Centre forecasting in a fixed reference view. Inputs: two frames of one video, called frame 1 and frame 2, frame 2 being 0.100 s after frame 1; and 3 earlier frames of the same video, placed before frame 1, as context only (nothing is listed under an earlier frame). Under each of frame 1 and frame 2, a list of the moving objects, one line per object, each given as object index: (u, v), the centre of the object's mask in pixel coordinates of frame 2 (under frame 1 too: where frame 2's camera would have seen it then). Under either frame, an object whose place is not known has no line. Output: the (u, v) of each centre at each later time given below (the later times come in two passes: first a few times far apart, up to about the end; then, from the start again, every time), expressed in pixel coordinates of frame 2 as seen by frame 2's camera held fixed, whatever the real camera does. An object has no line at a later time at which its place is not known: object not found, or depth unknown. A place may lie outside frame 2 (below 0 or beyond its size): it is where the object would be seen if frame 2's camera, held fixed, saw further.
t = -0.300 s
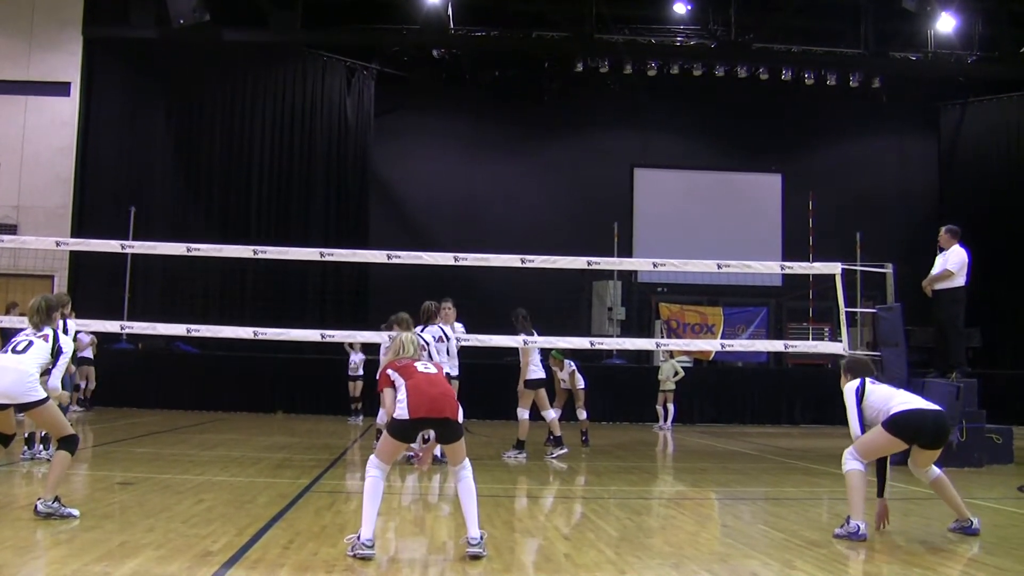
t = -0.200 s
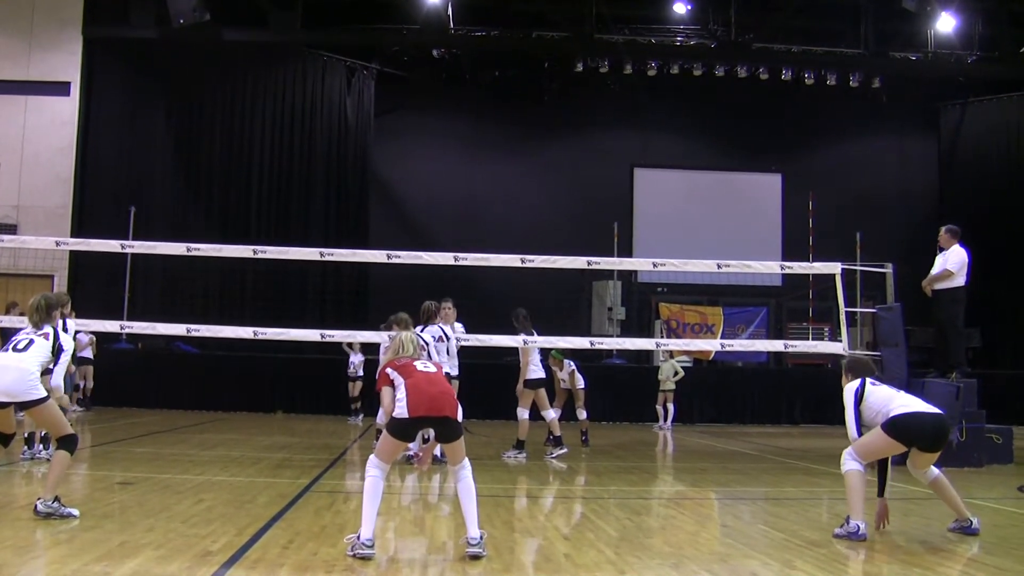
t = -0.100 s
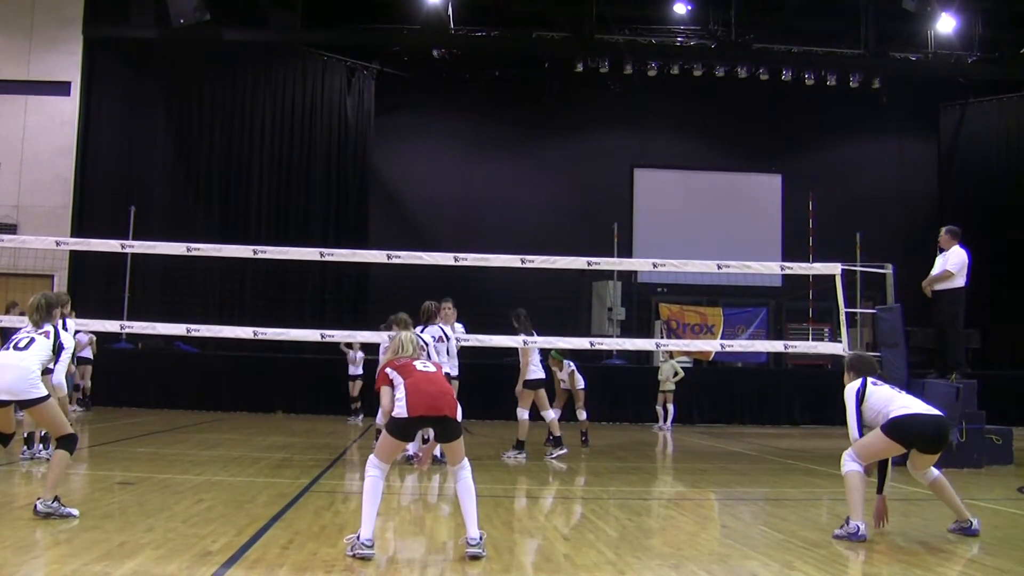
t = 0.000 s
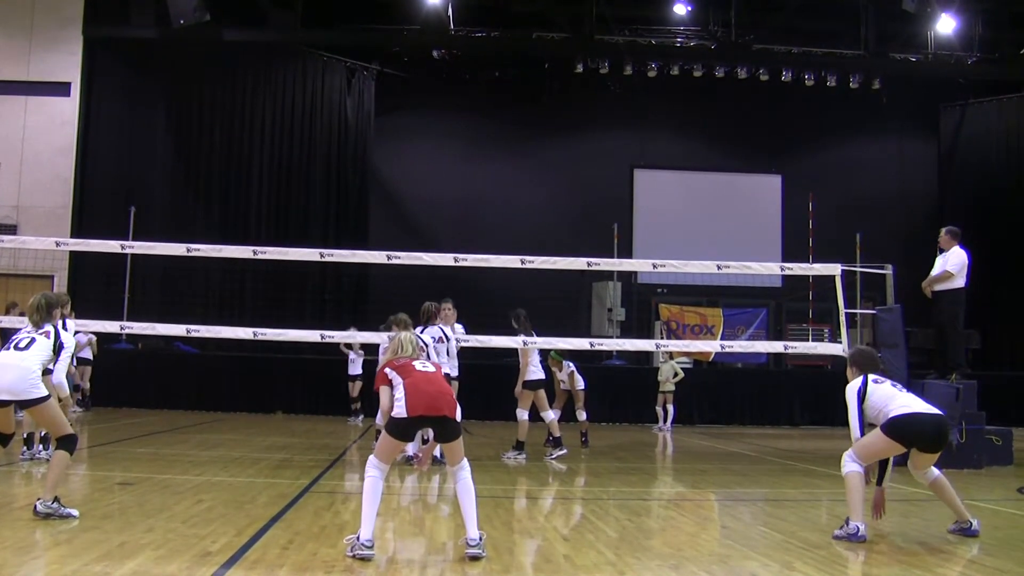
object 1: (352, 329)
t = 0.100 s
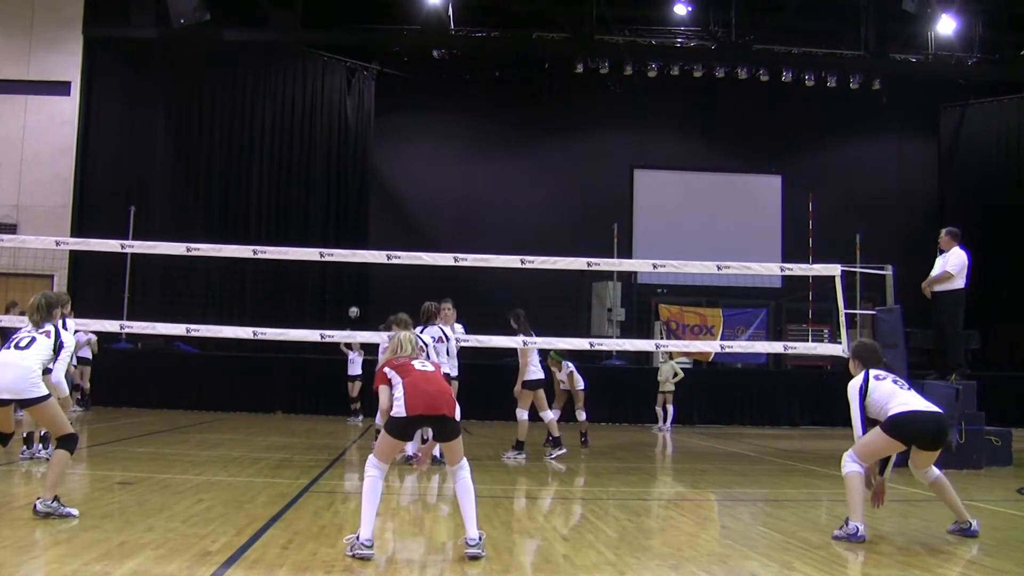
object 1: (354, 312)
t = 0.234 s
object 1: (355, 293)
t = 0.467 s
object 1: (357, 282)
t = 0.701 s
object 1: (357, 298)
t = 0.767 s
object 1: (357, 307)
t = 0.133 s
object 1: (354, 307)
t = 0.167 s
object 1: (354, 302)
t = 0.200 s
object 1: (355, 297)
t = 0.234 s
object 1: (355, 293)
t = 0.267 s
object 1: (355, 290)
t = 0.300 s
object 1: (355, 287)
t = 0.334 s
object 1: (356, 285)
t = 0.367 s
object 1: (356, 284)
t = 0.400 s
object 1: (356, 282)
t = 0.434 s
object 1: (356, 282)
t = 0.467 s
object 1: (357, 282)
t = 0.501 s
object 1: (357, 283)
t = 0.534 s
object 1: (357, 284)
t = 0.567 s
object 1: (357, 286)
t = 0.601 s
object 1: (357, 288)
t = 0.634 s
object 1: (357, 290)
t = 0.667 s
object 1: (357, 294)
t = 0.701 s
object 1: (357, 298)
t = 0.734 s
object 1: (357, 302)
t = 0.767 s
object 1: (357, 307)
